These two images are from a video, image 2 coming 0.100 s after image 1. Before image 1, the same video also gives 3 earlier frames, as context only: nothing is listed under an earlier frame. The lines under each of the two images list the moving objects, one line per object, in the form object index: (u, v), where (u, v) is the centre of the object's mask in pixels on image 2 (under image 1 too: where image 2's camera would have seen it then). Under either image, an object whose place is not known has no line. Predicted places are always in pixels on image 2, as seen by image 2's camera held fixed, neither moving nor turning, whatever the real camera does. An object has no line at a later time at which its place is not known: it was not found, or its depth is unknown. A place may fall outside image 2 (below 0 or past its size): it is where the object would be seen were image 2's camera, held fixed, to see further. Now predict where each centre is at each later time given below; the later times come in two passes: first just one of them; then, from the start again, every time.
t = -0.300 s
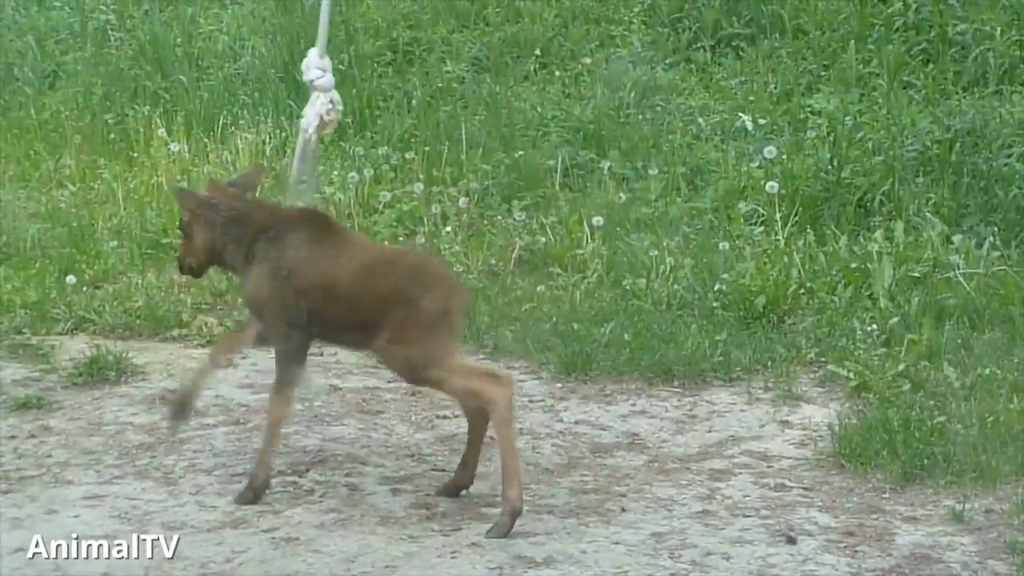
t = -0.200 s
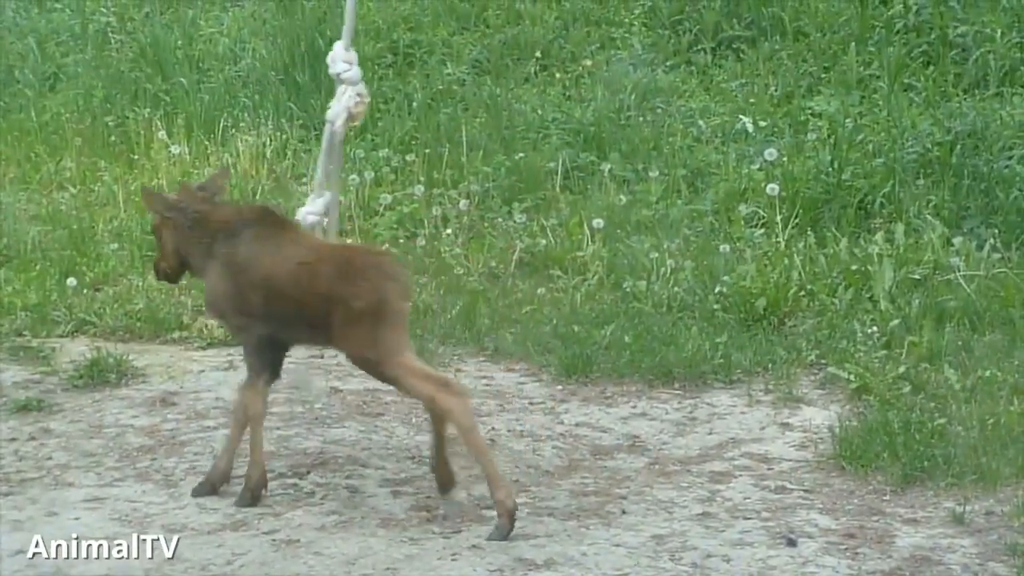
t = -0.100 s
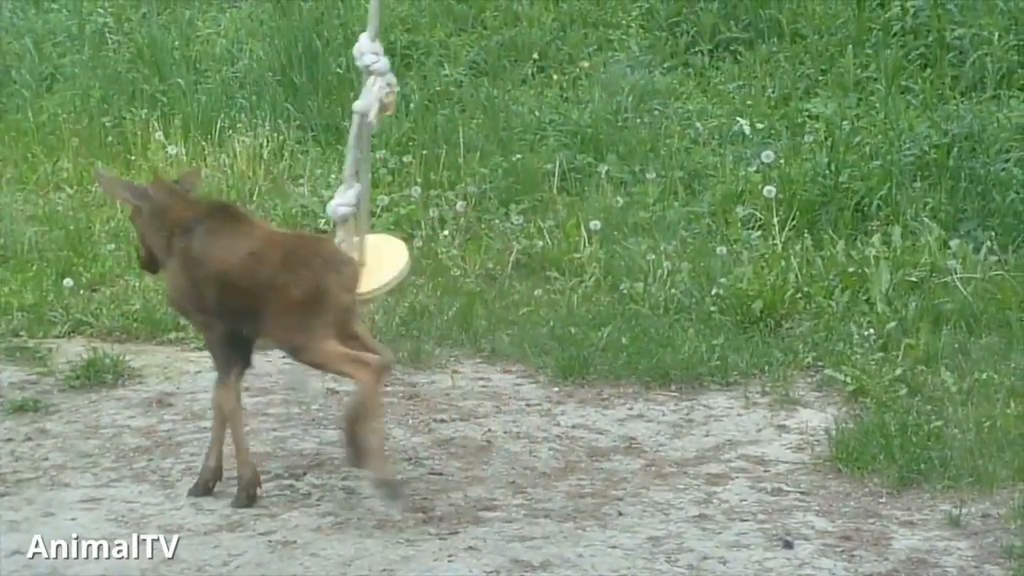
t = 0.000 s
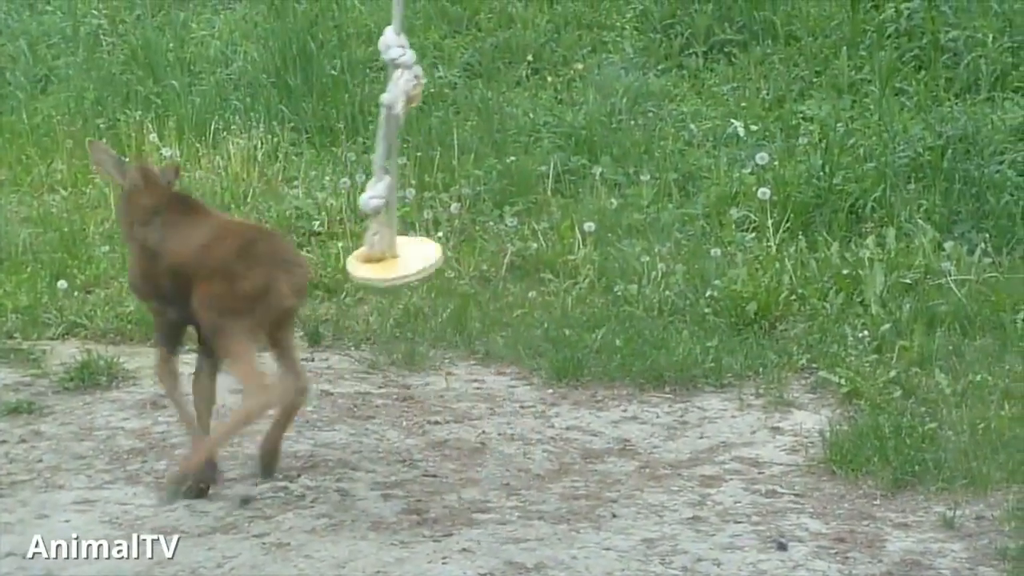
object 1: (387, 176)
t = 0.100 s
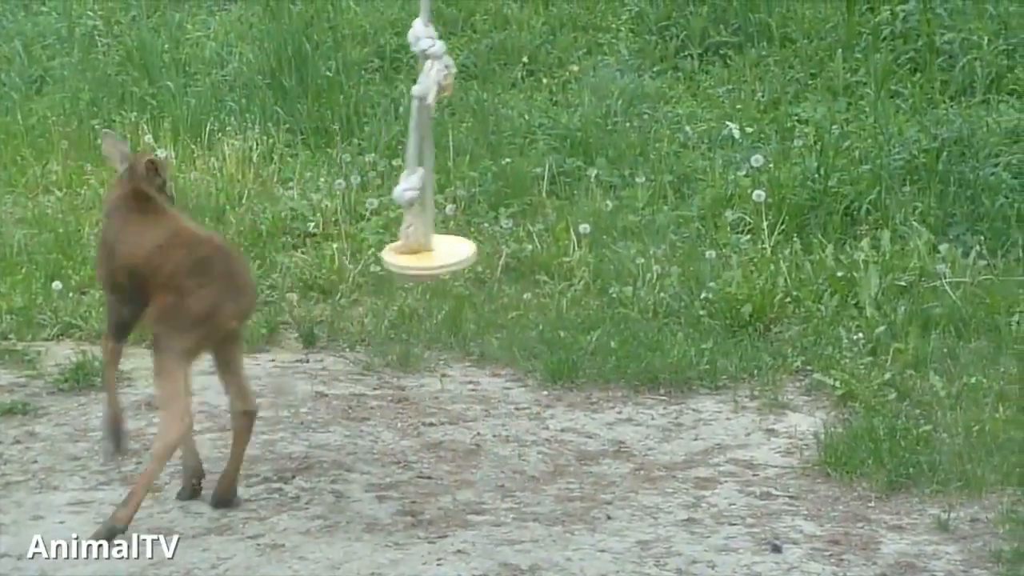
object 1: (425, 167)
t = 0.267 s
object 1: (487, 153)
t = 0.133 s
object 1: (438, 165)
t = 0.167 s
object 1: (451, 161)
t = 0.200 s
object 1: (463, 158)
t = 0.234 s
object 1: (475, 155)
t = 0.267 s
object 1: (487, 153)
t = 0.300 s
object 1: (499, 151)
